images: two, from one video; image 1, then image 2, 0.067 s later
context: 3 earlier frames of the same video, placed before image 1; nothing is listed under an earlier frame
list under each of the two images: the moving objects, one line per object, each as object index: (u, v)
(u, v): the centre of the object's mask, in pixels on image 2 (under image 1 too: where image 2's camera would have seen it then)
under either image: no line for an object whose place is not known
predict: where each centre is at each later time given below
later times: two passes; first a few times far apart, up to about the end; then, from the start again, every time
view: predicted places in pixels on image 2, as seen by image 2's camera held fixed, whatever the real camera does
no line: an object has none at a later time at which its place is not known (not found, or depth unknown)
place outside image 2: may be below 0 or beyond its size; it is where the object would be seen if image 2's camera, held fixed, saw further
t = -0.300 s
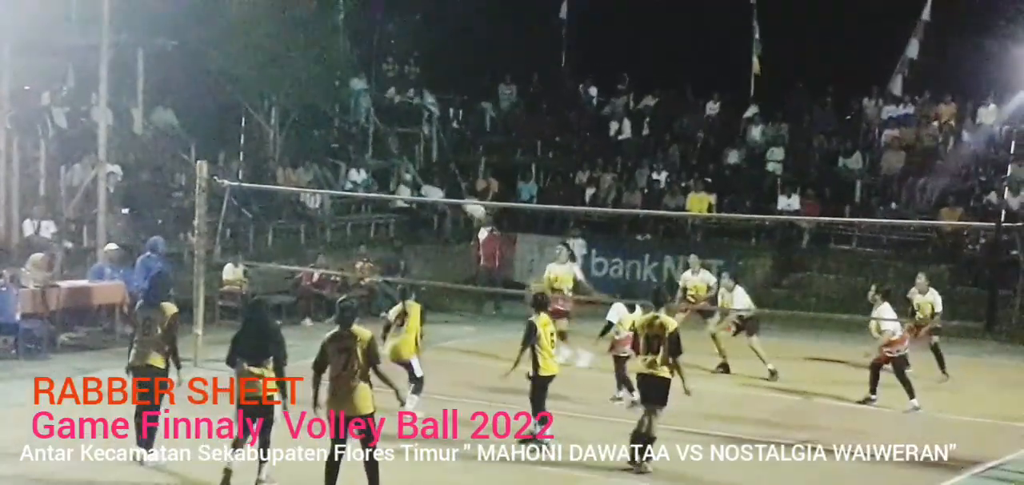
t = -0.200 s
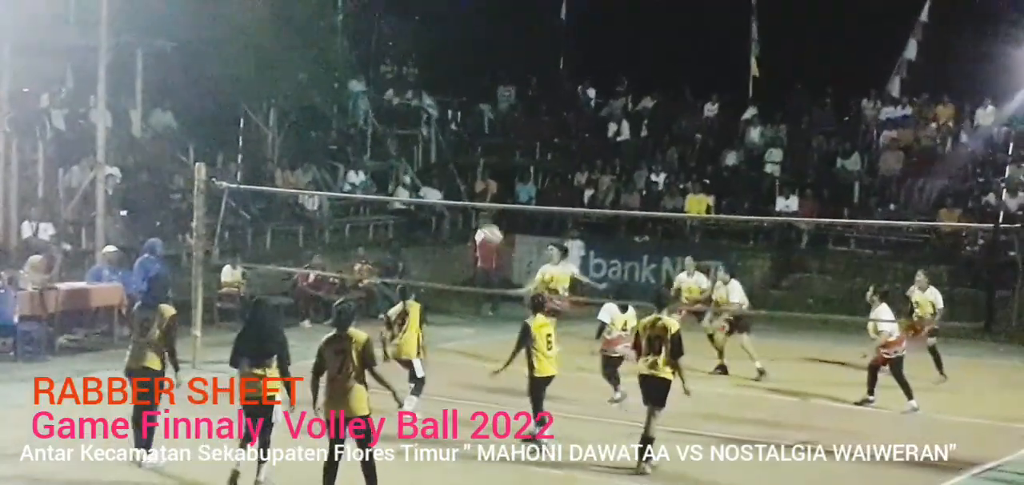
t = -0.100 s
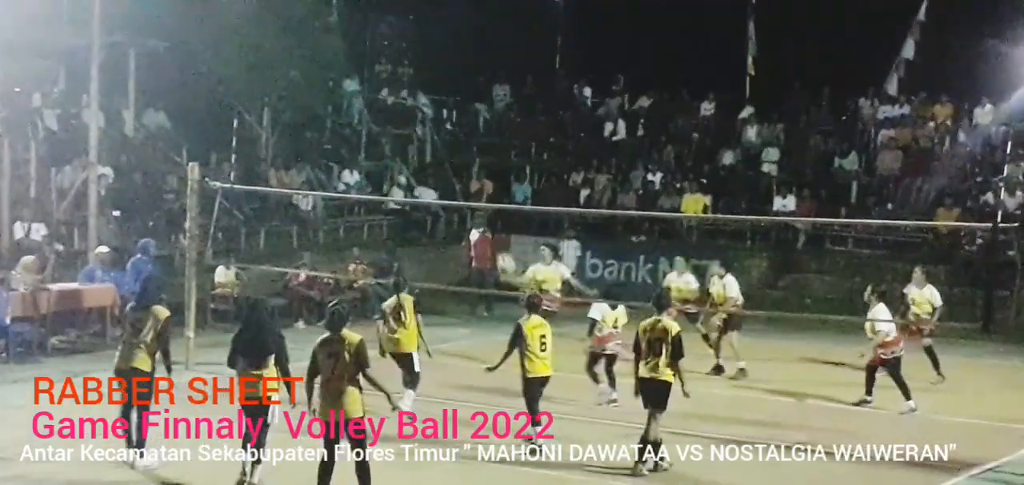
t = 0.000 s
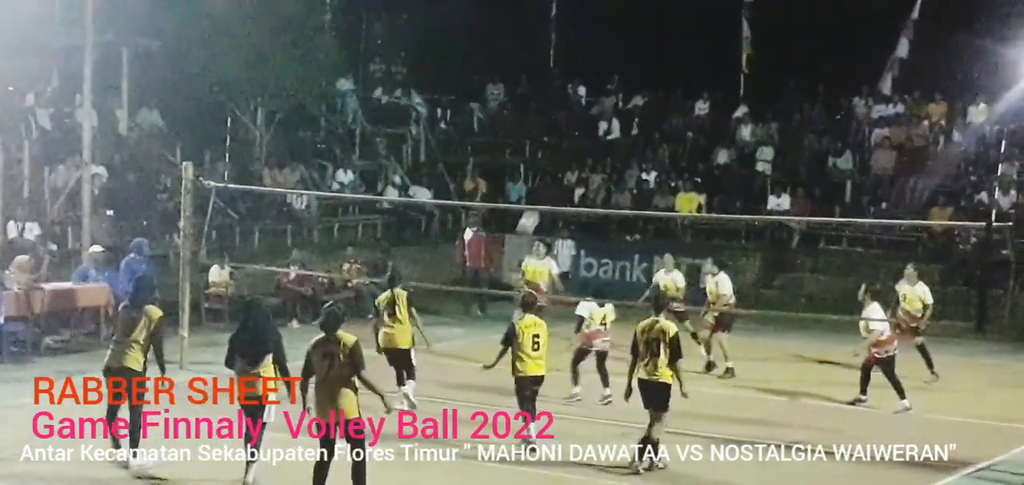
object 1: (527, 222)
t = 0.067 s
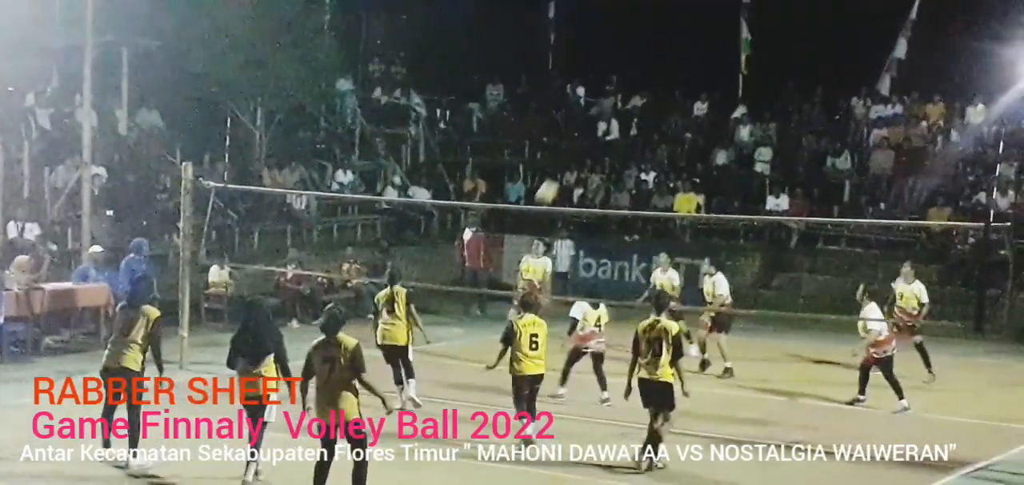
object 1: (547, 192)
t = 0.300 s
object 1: (621, 109)
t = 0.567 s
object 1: (709, 68)
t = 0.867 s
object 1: (810, 94)
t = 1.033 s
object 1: (867, 143)
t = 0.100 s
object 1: (558, 178)
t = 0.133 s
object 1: (567, 164)
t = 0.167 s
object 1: (578, 152)
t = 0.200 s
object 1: (588, 140)
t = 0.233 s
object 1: (599, 129)
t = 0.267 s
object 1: (608, 122)
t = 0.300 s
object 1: (621, 109)
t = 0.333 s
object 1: (631, 102)
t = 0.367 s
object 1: (643, 95)
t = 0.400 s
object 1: (655, 87)
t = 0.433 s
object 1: (666, 82)
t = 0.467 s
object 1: (676, 77)
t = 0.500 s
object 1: (687, 73)
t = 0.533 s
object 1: (699, 70)
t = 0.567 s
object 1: (709, 68)
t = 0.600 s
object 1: (720, 67)
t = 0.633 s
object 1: (732, 67)
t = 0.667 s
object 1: (743, 67)
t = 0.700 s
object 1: (754, 69)
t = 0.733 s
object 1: (765, 72)
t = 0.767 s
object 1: (776, 76)
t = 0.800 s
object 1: (788, 81)
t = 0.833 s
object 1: (799, 87)
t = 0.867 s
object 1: (810, 94)
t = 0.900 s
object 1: (821, 102)
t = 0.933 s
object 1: (831, 111)
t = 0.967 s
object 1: (844, 120)
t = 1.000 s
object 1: (857, 132)
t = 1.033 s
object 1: (867, 143)
